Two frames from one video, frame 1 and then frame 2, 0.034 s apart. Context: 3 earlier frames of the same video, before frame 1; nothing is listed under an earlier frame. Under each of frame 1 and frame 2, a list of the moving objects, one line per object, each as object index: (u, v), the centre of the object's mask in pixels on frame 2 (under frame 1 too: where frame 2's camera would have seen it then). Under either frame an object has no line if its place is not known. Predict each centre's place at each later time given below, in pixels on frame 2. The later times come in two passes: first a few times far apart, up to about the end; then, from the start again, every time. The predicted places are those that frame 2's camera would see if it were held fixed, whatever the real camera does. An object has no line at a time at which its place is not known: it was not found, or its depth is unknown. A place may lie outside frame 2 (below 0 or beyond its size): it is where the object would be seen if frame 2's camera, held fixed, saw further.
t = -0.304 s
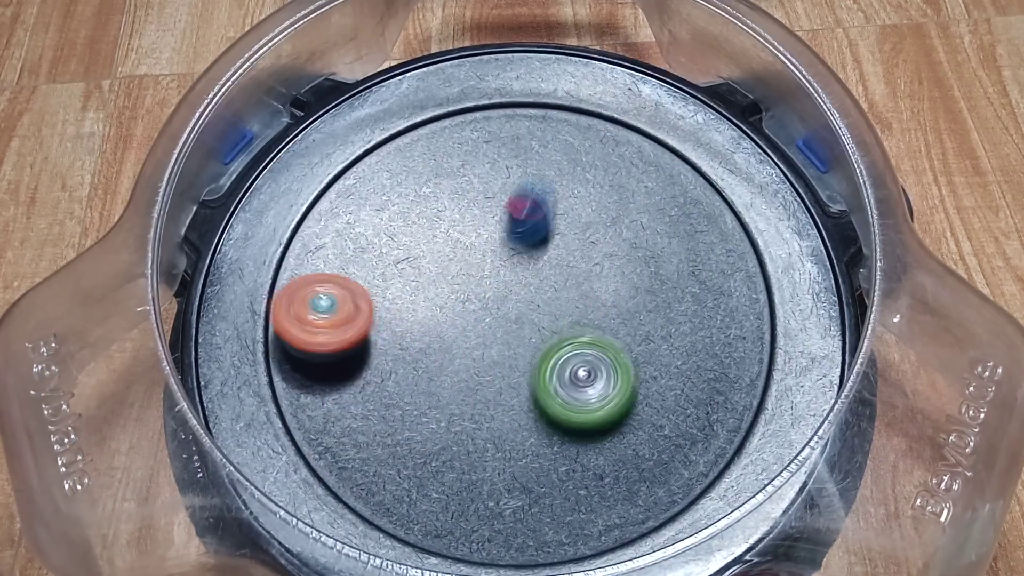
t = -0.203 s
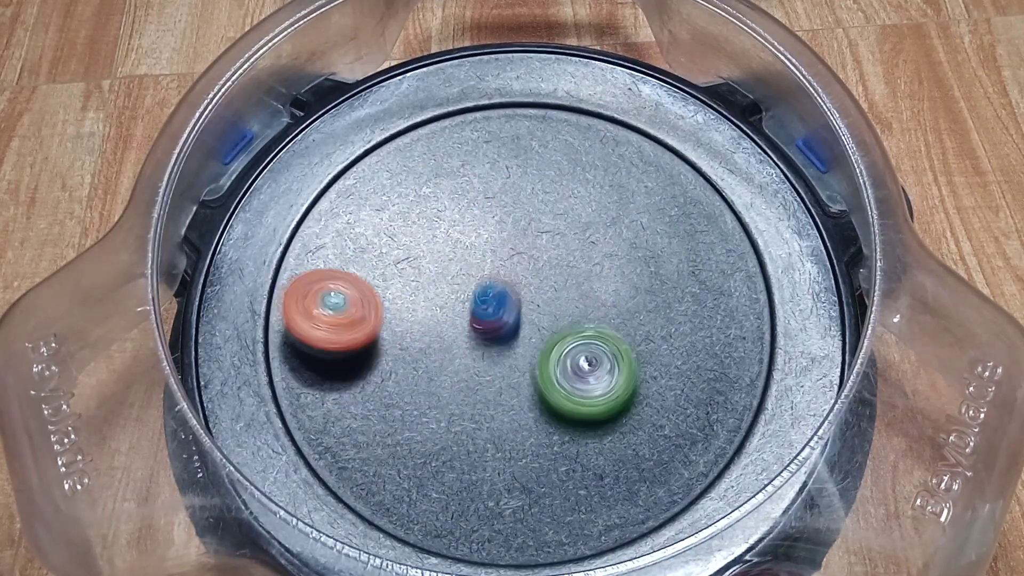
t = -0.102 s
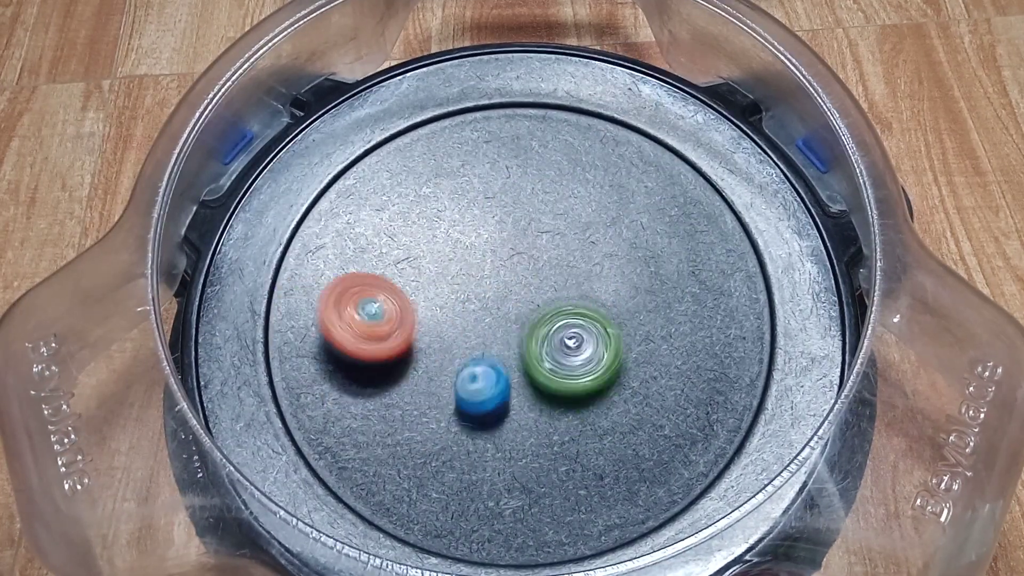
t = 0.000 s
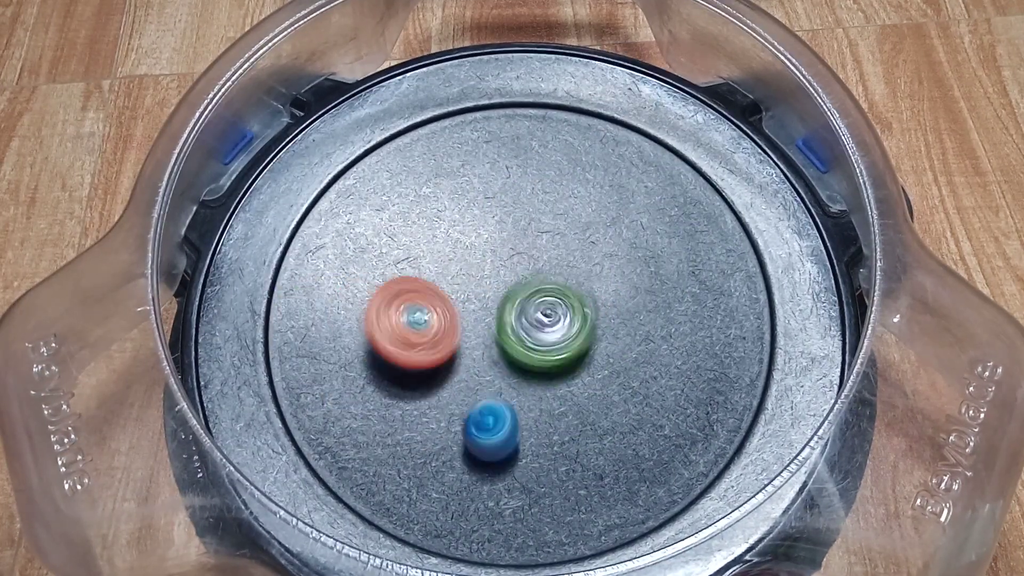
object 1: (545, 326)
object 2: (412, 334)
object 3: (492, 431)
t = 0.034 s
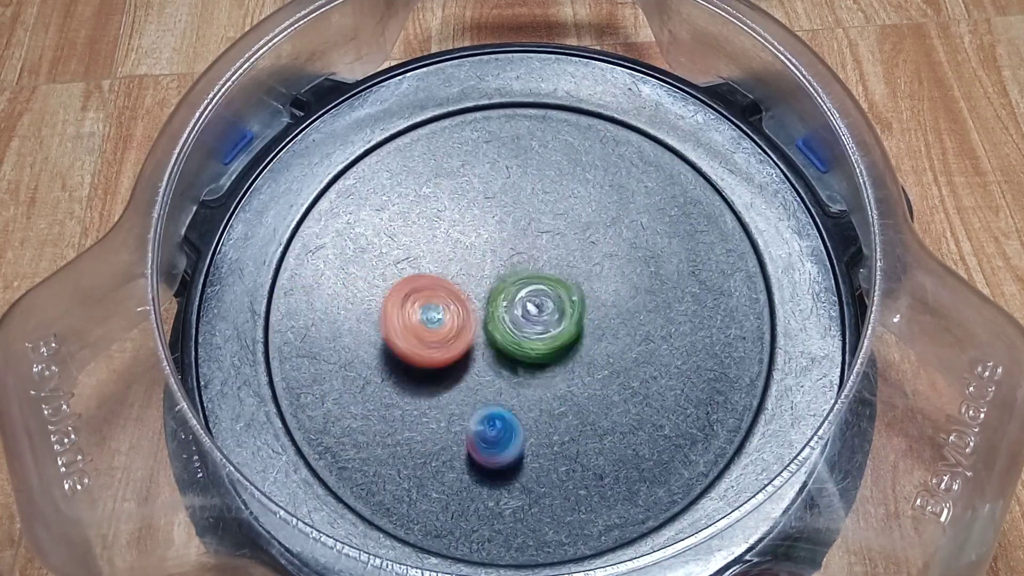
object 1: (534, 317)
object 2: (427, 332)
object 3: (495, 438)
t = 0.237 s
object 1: (601, 353)
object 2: (455, 248)
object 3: (473, 415)
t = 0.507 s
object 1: (618, 322)
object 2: (509, 200)
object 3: (385, 336)
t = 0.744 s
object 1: (618, 322)
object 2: (552, 224)
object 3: (492, 267)
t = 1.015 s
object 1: (592, 360)
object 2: (647, 262)
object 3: (321, 338)
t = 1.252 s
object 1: (521, 399)
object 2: (638, 291)
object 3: (422, 328)
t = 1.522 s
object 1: (481, 399)
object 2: (613, 325)
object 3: (476, 283)
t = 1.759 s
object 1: (481, 398)
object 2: (586, 381)
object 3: (432, 200)
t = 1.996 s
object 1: (427, 354)
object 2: (539, 369)
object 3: (450, 250)
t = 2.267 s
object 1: (415, 342)
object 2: (505, 355)
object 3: (454, 245)
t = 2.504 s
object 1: (417, 342)
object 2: (516, 343)
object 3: (456, 252)
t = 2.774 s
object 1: (418, 341)
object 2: (529, 342)
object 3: (456, 252)
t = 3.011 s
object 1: (419, 341)
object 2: (521, 361)
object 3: (454, 251)
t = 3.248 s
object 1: (419, 341)
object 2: (492, 447)
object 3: (449, 221)
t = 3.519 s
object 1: (412, 337)
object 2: (479, 387)
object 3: (450, 229)
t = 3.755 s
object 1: (420, 328)
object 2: (516, 297)
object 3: (450, 228)
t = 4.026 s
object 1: (420, 328)
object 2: (570, 311)
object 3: (450, 229)
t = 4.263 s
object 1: (420, 328)
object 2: (573, 328)
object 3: (450, 229)
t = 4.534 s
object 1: (420, 328)
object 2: (516, 321)
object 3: (450, 229)
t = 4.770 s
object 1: (382, 294)
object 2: (482, 326)
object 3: (451, 230)
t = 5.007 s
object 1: (382, 293)
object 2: (484, 334)
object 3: (451, 230)
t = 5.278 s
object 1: (382, 293)
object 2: (499, 329)
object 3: (451, 230)
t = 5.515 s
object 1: (382, 293)
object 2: (511, 331)
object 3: (451, 230)
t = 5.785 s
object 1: (381, 294)
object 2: (516, 330)
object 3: (451, 230)
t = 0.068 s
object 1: (540, 312)
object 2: (433, 320)
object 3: (499, 439)
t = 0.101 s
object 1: (551, 318)
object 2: (436, 307)
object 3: (503, 437)
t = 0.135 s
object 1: (559, 328)
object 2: (439, 291)
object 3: (508, 432)
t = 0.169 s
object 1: (565, 341)
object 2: (444, 276)
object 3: (509, 424)
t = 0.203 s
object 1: (580, 358)
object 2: (449, 261)
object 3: (500, 415)
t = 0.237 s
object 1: (601, 353)
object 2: (455, 248)
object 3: (473, 415)
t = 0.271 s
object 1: (612, 345)
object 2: (461, 236)
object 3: (449, 411)
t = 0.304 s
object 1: (617, 337)
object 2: (468, 225)
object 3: (426, 403)
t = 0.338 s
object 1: (618, 329)
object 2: (476, 217)
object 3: (411, 393)
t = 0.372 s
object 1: (618, 325)
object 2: (483, 210)
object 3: (396, 383)
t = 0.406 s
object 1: (617, 322)
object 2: (490, 205)
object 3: (389, 372)
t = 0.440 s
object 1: (617, 321)
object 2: (497, 201)
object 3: (382, 359)
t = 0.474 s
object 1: (618, 321)
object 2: (503, 200)
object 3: (382, 349)
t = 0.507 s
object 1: (618, 322)
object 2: (509, 200)
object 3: (385, 336)
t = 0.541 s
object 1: (617, 321)
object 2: (515, 201)
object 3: (391, 328)
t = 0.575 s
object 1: (618, 322)
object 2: (520, 204)
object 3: (403, 313)
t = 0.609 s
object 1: (618, 322)
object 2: (525, 208)
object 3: (416, 302)
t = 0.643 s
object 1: (617, 322)
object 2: (531, 211)
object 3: (432, 293)
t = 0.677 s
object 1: (618, 323)
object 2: (536, 216)
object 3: (452, 285)
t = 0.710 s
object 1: (618, 323)
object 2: (543, 220)
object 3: (469, 275)
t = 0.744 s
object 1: (618, 322)
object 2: (552, 224)
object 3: (492, 267)
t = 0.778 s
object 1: (617, 322)
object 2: (566, 228)
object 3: (473, 271)
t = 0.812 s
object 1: (617, 322)
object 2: (587, 232)
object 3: (432, 282)
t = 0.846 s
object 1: (617, 330)
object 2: (606, 236)
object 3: (402, 288)
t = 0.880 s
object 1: (609, 346)
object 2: (621, 243)
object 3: (371, 303)
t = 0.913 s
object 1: (602, 353)
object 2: (631, 247)
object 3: (347, 317)
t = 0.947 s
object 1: (598, 356)
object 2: (639, 252)
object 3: (331, 326)
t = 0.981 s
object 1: (595, 359)
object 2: (644, 257)
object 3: (323, 334)
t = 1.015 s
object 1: (592, 360)
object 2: (647, 262)
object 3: (321, 338)
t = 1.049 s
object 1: (592, 360)
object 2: (647, 268)
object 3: (324, 341)
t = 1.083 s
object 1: (589, 363)
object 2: (645, 274)
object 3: (334, 342)
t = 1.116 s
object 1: (588, 363)
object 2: (643, 279)
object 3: (347, 340)
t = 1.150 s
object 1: (585, 365)
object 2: (640, 285)
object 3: (360, 335)
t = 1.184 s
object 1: (566, 375)
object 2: (641, 289)
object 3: (381, 332)
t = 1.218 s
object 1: (542, 388)
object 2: (641, 290)
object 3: (402, 331)
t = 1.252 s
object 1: (521, 399)
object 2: (638, 291)
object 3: (422, 328)
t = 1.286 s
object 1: (501, 404)
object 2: (632, 293)
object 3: (439, 324)
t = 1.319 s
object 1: (489, 403)
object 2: (625, 296)
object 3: (457, 318)
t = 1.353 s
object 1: (482, 401)
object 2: (621, 302)
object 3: (473, 314)
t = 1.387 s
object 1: (481, 399)
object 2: (628, 309)
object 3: (470, 303)
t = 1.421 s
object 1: (480, 399)
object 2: (629, 317)
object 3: (468, 295)
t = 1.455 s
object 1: (481, 399)
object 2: (626, 320)
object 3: (468, 289)
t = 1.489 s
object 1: (481, 399)
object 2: (620, 323)
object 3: (472, 286)
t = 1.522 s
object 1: (481, 399)
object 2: (613, 325)
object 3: (476, 283)
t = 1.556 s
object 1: (481, 399)
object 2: (604, 329)
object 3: (477, 278)
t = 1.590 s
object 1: (481, 399)
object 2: (597, 336)
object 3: (478, 273)
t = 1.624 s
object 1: (481, 399)
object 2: (600, 355)
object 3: (464, 253)
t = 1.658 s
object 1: (481, 399)
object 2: (600, 370)
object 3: (451, 234)
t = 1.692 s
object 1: (481, 399)
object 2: (596, 378)
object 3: (443, 218)
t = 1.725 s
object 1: (481, 399)
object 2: (591, 380)
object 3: (436, 206)
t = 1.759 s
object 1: (481, 398)
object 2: (586, 381)
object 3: (432, 200)
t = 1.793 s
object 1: (480, 399)
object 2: (580, 381)
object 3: (429, 199)
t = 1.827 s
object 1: (476, 395)
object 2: (573, 381)
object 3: (430, 204)
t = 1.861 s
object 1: (460, 381)
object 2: (569, 381)
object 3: (432, 209)
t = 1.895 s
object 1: (447, 371)
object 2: (564, 380)
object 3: (434, 217)
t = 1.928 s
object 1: (436, 360)
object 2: (558, 377)
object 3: (437, 229)
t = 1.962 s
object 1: (428, 356)
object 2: (549, 373)
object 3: (442, 240)
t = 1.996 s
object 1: (427, 354)
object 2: (539, 369)
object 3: (450, 250)
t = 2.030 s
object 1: (426, 355)
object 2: (529, 364)
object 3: (455, 257)
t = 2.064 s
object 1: (423, 355)
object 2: (519, 357)
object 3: (455, 257)
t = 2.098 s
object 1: (420, 353)
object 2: (509, 356)
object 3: (451, 255)
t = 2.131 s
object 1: (415, 349)
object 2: (504, 358)
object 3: (448, 252)
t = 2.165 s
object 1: (413, 344)
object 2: (501, 358)
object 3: (446, 251)
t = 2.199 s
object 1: (414, 342)
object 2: (502, 356)
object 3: (446, 243)
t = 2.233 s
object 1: (414, 342)
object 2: (504, 355)
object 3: (450, 243)
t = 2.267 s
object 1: (415, 342)
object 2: (505, 355)
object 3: (454, 245)
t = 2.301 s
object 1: (415, 342)
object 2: (506, 354)
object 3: (455, 250)
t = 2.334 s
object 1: (415, 342)
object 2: (507, 353)
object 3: (456, 252)
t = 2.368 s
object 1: (416, 342)
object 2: (509, 351)
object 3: (457, 252)
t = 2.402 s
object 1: (416, 342)
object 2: (510, 348)
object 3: (456, 252)
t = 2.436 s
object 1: (416, 342)
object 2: (512, 345)
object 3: (456, 252)
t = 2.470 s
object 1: (417, 342)
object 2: (514, 344)
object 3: (456, 252)
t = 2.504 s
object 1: (417, 342)
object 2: (516, 343)
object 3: (456, 252)
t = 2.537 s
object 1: (418, 342)
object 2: (519, 343)
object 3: (456, 252)
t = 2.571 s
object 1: (418, 341)
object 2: (521, 343)
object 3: (456, 252)
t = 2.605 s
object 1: (418, 341)
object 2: (524, 342)
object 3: (456, 252)
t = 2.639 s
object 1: (418, 341)
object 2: (526, 342)
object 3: (456, 252)
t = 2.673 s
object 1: (418, 341)
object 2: (527, 342)
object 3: (456, 252)
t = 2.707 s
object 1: (418, 341)
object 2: (529, 342)
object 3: (456, 252)
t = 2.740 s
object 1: (419, 341)
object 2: (529, 342)
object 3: (456, 252)
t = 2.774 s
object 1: (418, 341)
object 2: (529, 342)
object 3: (456, 252)
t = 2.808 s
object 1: (419, 341)
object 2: (529, 342)
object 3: (456, 252)
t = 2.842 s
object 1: (419, 341)
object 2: (527, 346)
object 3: (456, 253)
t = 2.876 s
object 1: (419, 341)
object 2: (526, 348)
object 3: (456, 253)
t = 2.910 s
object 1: (419, 341)
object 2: (526, 348)
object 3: (456, 253)
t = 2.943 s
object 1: (419, 341)
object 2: (526, 349)
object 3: (456, 253)
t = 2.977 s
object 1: (419, 341)
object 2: (524, 350)
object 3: (456, 253)
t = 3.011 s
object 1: (419, 341)
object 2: (521, 361)
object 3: (454, 251)
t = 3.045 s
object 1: (419, 341)
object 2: (517, 385)
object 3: (448, 236)
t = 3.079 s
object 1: (419, 341)
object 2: (513, 403)
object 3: (444, 224)
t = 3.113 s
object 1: (419, 341)
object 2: (509, 417)
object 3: (441, 219)
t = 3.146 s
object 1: (419, 341)
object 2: (505, 429)
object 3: (443, 219)
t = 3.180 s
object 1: (419, 341)
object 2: (500, 439)
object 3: (445, 220)
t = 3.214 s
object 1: (419, 341)
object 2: (495, 445)
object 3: (447, 220)
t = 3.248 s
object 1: (419, 341)
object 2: (492, 447)
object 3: (449, 221)
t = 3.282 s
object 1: (419, 341)
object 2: (490, 445)
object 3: (449, 224)
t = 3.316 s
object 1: (419, 341)
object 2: (489, 442)
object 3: (449, 226)
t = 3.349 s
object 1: (419, 341)
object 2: (489, 437)
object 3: (450, 228)
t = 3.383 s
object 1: (419, 341)
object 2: (486, 432)
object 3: (450, 228)
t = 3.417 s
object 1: (419, 340)
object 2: (484, 423)
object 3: (450, 229)
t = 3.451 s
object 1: (417, 339)
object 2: (482, 413)
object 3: (450, 229)
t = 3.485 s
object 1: (415, 338)
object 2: (480, 400)
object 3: (450, 229)
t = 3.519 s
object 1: (412, 337)
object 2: (479, 387)
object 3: (450, 229)
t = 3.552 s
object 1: (409, 339)
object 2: (480, 369)
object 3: (450, 228)
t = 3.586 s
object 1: (407, 340)
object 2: (483, 354)
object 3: (450, 228)
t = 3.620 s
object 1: (408, 337)
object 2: (488, 341)
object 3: (450, 228)
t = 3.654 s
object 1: (411, 335)
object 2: (493, 328)
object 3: (450, 228)
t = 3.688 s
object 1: (416, 330)
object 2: (500, 317)
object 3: (450, 228)
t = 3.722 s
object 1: (419, 328)
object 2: (508, 305)
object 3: (450, 228)
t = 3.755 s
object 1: (420, 328)
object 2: (516, 297)
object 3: (450, 228)
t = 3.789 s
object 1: (420, 328)
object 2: (519, 296)
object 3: (450, 228)
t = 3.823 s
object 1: (420, 328)
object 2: (523, 301)
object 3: (450, 229)
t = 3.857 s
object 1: (420, 328)
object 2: (527, 306)
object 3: (450, 229)
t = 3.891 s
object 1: (420, 328)
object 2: (534, 307)
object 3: (450, 229)
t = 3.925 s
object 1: (420, 328)
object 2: (543, 307)
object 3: (450, 229)
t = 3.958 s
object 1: (420, 328)
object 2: (553, 307)
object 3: (450, 229)
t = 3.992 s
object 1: (420, 328)
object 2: (563, 308)
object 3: (450, 229)
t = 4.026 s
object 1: (420, 328)
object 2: (570, 311)
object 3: (450, 229)
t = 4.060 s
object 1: (420, 328)
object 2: (576, 314)
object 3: (450, 229)
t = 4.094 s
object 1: (420, 327)
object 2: (579, 316)
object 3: (450, 229)
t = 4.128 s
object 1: (420, 328)
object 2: (581, 318)
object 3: (450, 229)
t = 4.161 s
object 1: (420, 328)
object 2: (581, 322)
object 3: (450, 229)
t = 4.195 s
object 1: (420, 328)
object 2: (579, 323)
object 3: (450, 229)
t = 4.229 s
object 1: (420, 328)
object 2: (577, 326)
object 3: (450, 229)
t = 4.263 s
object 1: (420, 328)
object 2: (573, 328)
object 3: (450, 229)
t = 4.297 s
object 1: (420, 328)
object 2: (569, 330)
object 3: (450, 229)
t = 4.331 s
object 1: (420, 328)
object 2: (563, 332)
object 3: (450, 229)
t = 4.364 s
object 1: (420, 328)
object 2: (557, 333)
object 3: (450, 229)
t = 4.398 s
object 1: (420, 328)
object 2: (550, 333)
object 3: (450, 229)
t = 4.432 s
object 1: (420, 327)
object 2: (541, 332)
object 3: (450, 229)
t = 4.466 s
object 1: (420, 328)
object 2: (533, 329)
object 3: (450, 229)
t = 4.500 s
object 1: (420, 327)
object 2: (524, 326)
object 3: (450, 229)
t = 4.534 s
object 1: (420, 328)
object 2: (516, 321)
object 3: (450, 229)
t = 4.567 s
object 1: (419, 328)
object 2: (509, 314)
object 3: (450, 229)
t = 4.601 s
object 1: (418, 329)
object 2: (503, 307)
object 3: (450, 229)
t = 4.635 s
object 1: (415, 330)
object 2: (495, 304)
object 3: (450, 229)
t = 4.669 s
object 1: (408, 321)
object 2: (485, 310)
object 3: (450, 229)
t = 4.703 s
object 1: (396, 306)
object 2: (481, 317)
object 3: (451, 230)
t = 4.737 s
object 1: (386, 299)
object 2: (482, 323)
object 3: (451, 230)
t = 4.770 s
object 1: (382, 294)
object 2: (482, 326)
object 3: (451, 230)
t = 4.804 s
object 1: (382, 293)
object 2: (483, 328)
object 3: (451, 230)
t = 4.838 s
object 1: (382, 293)
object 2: (483, 330)
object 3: (451, 230)
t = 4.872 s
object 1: (382, 293)
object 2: (484, 330)
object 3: (451, 230)
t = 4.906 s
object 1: (382, 293)
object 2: (484, 331)
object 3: (451, 230)
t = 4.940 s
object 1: (382, 293)
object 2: (486, 332)
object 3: (451, 230)
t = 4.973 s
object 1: (382, 293)
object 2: (485, 334)
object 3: (451, 230)
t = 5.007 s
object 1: (382, 293)
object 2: (484, 334)
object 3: (451, 230)
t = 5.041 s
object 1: (382, 292)
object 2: (486, 334)
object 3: (451, 230)
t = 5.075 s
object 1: (382, 293)
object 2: (487, 333)
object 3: (451, 230)
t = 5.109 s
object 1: (382, 292)
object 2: (490, 330)
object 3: (451, 230)
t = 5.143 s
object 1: (382, 293)
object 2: (493, 329)
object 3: (451, 230)
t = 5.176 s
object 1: (382, 293)
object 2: (496, 330)
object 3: (451, 230)
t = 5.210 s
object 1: (382, 293)
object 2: (498, 330)
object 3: (451, 230)
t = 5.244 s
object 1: (382, 293)
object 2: (499, 330)
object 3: (451, 230)
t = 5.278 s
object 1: (382, 293)
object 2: (499, 329)
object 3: (451, 230)
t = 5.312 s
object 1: (382, 293)
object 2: (500, 328)
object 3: (451, 230)
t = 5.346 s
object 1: (382, 293)
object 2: (501, 329)
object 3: (451, 230)
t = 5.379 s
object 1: (382, 293)
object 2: (503, 328)
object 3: (451, 230)
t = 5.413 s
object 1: (382, 293)
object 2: (506, 328)
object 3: (451, 230)
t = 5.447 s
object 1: (382, 293)
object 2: (506, 330)
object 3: (451, 230)
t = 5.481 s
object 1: (381, 293)
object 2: (509, 331)
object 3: (451, 230)
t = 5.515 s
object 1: (382, 293)
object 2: (511, 331)
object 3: (451, 230)
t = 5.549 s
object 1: (381, 294)
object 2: (510, 332)
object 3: (451, 230)
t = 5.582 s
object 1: (381, 294)
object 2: (507, 333)
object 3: (451, 230)
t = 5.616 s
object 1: (381, 294)
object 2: (508, 333)
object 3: (451, 230)
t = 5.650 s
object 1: (381, 294)
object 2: (509, 332)
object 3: (451, 230)
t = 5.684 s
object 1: (382, 293)
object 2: (511, 331)
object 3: (451, 230)
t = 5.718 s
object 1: (381, 294)
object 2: (513, 331)
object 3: (451, 230)
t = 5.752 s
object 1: (381, 294)
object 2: (515, 330)
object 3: (451, 230)
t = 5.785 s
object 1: (381, 294)
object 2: (516, 330)
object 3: (451, 230)
